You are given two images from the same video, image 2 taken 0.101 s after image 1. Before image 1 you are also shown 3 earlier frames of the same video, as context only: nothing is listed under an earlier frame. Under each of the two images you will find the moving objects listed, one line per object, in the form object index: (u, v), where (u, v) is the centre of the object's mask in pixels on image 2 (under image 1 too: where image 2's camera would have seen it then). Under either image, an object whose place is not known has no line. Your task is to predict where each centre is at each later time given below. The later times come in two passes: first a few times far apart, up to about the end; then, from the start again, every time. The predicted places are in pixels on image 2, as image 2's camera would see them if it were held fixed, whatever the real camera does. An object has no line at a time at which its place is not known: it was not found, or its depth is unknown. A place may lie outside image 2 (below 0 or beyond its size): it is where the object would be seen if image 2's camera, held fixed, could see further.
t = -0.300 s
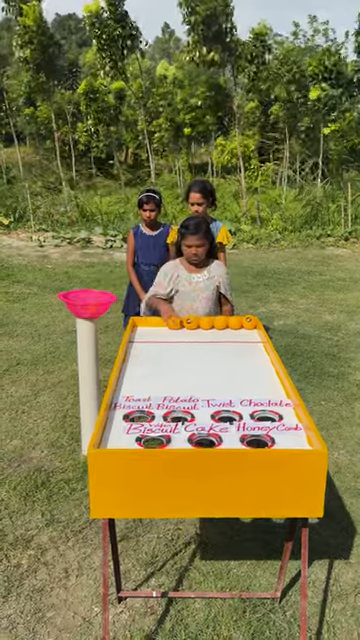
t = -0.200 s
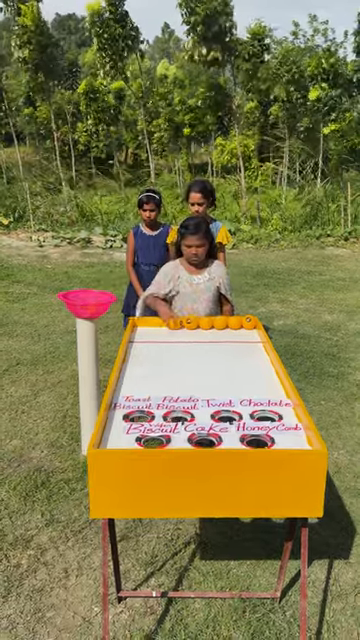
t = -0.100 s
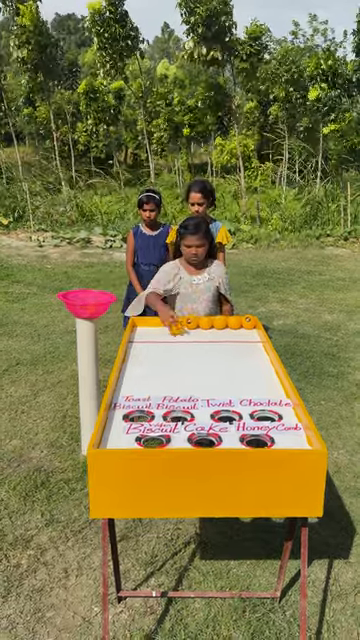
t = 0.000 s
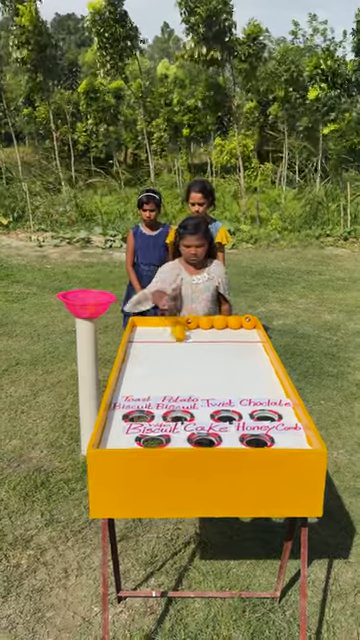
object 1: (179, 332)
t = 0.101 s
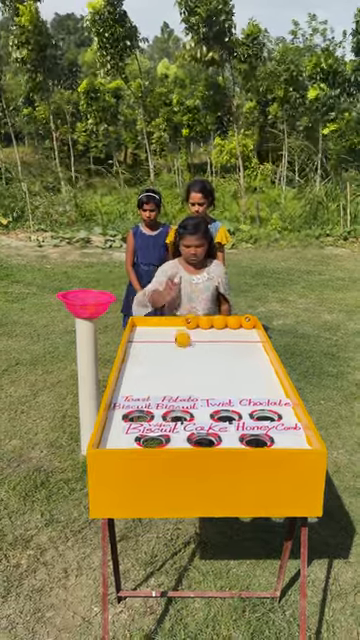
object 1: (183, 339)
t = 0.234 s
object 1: (187, 346)
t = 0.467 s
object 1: (198, 360)
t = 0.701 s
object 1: (209, 373)
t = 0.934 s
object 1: (220, 385)
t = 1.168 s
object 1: (231, 396)
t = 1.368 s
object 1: (241, 404)
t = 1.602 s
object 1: (250, 410)
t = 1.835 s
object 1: (261, 414)
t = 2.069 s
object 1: (268, 416)
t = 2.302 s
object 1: (276, 416)
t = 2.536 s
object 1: (280, 413)
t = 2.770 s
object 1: (284, 407)
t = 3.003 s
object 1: (285, 403)
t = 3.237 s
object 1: (279, 395)
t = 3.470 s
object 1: (275, 386)
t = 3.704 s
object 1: (269, 375)
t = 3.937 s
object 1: (263, 365)
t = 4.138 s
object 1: (259, 356)
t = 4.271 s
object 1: (255, 349)
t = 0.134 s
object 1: (184, 341)
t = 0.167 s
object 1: (185, 342)
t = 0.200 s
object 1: (186, 344)
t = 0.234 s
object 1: (187, 346)
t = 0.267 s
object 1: (189, 349)
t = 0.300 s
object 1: (190, 350)
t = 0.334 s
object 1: (192, 352)
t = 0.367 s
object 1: (194, 354)
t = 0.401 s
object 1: (195, 356)
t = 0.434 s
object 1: (197, 358)
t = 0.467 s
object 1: (198, 360)
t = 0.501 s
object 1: (200, 362)
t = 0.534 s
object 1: (201, 364)
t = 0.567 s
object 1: (203, 366)
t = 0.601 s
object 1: (204, 368)
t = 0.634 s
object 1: (206, 369)
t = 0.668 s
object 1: (207, 371)
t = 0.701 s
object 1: (209, 373)
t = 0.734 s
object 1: (210, 375)
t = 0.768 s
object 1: (212, 376)
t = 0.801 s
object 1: (214, 379)
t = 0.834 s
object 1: (215, 380)
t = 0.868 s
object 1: (216, 382)
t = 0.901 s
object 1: (218, 384)
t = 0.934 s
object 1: (220, 385)
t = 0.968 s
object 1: (221, 387)
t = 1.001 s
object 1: (223, 389)
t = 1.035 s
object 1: (224, 390)
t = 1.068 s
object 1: (226, 392)
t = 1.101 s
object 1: (228, 393)
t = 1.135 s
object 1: (229, 395)
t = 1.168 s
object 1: (231, 396)
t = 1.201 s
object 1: (233, 398)
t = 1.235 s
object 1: (235, 399)
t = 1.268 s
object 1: (236, 400)
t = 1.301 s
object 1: (238, 401)
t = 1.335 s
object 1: (240, 403)
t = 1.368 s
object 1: (241, 404)
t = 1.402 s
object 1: (243, 405)
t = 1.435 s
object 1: (244, 406)
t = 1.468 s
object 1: (246, 407)
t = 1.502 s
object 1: (248, 408)
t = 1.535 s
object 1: (249, 409)
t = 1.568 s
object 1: (250, 410)
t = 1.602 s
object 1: (250, 410)
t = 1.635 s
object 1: (252, 410)
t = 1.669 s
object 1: (252, 411)
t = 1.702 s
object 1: (255, 413)
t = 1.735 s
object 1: (256, 414)
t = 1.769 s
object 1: (258, 414)
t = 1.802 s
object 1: (260, 414)
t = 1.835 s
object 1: (261, 414)
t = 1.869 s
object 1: (264, 415)
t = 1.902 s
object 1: (264, 415)
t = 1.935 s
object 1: (265, 416)
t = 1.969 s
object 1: (267, 416)
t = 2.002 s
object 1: (268, 416)
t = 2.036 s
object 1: (268, 416)
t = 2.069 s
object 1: (268, 416)
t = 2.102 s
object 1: (270, 416)
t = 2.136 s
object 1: (271, 416)
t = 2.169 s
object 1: (272, 416)
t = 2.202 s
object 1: (273, 416)
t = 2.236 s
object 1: (274, 416)
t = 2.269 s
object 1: (274, 416)
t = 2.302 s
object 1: (276, 416)
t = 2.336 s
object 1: (278, 415)
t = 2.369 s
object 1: (278, 415)
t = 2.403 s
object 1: (279, 415)
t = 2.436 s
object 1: (279, 414)
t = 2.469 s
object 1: (280, 414)
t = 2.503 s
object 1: (280, 413)
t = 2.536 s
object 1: (280, 413)
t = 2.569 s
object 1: (280, 413)
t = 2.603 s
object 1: (281, 412)
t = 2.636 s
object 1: (281, 412)
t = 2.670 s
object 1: (282, 411)
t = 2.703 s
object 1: (282, 411)
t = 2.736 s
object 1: (284, 407)
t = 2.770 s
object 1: (284, 407)
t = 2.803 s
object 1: (284, 406)
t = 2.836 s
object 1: (284, 406)
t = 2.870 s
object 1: (284, 406)
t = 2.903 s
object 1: (285, 405)
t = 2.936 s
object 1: (285, 404)
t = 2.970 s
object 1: (285, 404)
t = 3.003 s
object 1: (285, 403)
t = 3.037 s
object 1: (284, 402)
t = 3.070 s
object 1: (283, 400)
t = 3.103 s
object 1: (283, 400)
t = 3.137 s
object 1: (282, 399)
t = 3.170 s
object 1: (281, 398)
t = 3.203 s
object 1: (280, 397)
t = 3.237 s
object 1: (279, 395)
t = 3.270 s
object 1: (278, 394)
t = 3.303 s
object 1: (278, 393)
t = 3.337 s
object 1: (277, 391)
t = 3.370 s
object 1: (276, 389)
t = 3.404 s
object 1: (275, 388)
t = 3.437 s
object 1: (275, 387)
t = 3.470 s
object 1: (275, 386)
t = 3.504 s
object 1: (273, 384)
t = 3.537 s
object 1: (273, 384)
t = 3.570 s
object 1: (272, 382)
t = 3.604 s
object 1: (271, 380)
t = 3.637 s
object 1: (271, 378)
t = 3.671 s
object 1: (270, 377)
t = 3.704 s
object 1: (269, 375)
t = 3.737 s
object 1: (268, 374)
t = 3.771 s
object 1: (267, 373)
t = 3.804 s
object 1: (266, 371)
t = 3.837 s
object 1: (265, 369)
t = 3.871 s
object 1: (264, 368)
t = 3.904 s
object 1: (264, 367)
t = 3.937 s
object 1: (263, 365)
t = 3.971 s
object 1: (263, 364)
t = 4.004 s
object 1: (262, 362)
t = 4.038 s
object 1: (261, 360)
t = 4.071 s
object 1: (260, 359)
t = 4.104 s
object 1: (260, 357)
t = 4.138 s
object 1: (259, 356)
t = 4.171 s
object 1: (257, 355)
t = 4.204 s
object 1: (256, 353)
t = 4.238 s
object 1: (255, 352)
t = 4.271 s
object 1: (255, 349)
